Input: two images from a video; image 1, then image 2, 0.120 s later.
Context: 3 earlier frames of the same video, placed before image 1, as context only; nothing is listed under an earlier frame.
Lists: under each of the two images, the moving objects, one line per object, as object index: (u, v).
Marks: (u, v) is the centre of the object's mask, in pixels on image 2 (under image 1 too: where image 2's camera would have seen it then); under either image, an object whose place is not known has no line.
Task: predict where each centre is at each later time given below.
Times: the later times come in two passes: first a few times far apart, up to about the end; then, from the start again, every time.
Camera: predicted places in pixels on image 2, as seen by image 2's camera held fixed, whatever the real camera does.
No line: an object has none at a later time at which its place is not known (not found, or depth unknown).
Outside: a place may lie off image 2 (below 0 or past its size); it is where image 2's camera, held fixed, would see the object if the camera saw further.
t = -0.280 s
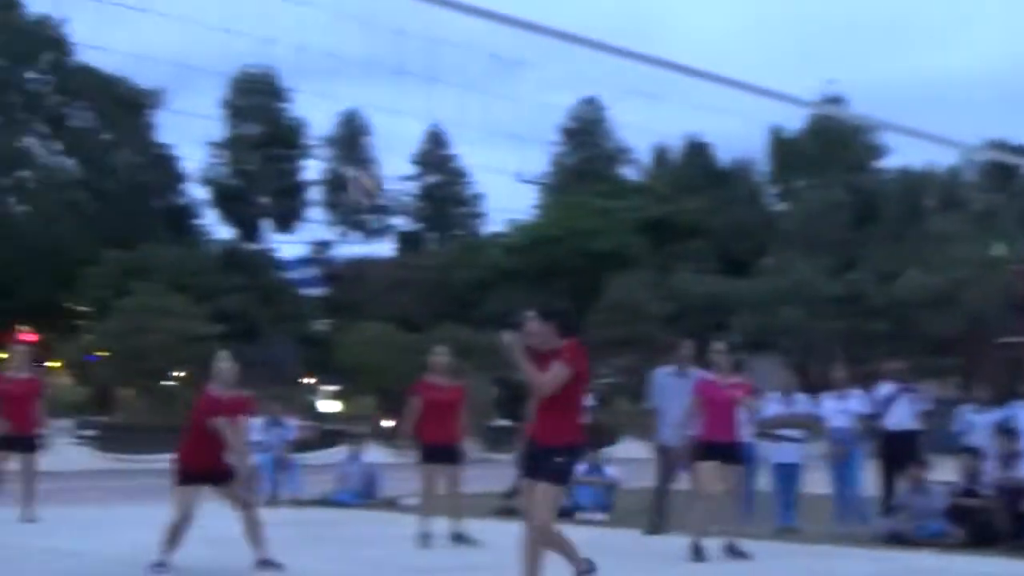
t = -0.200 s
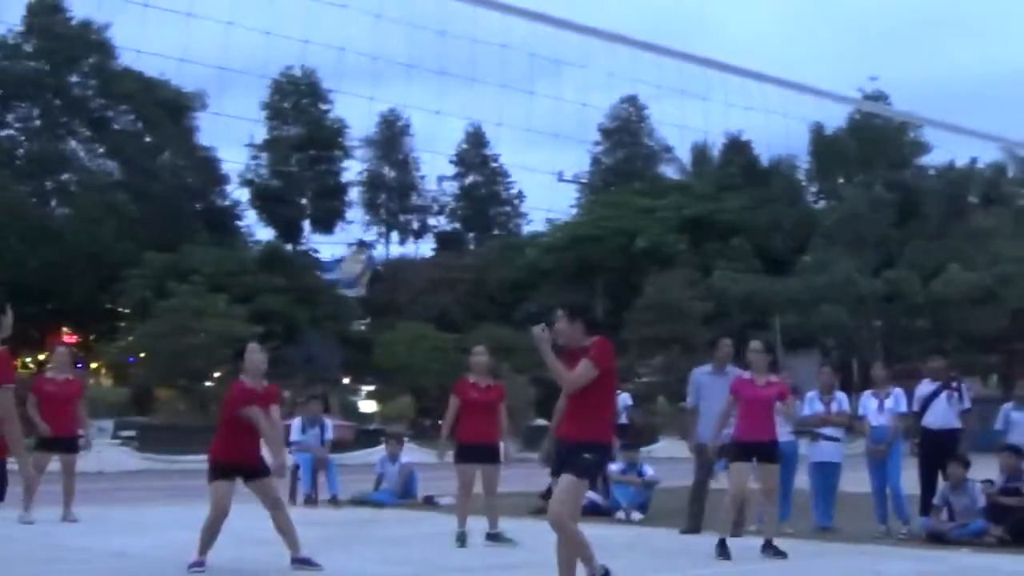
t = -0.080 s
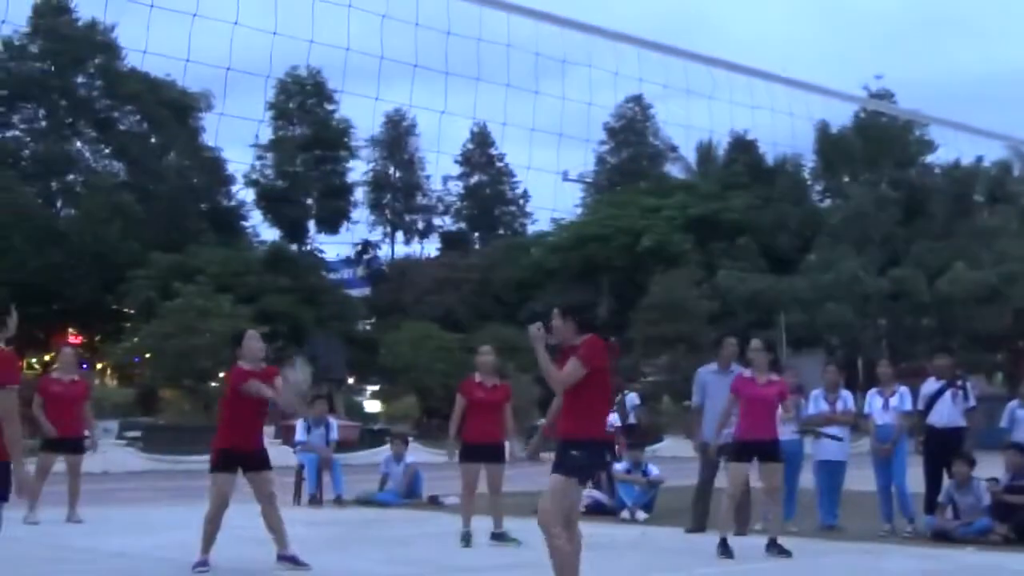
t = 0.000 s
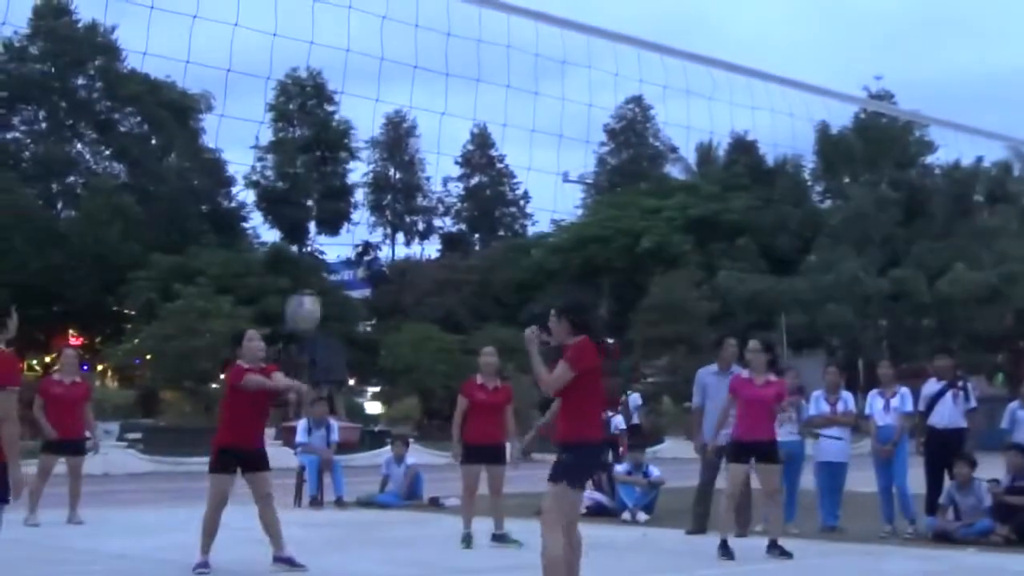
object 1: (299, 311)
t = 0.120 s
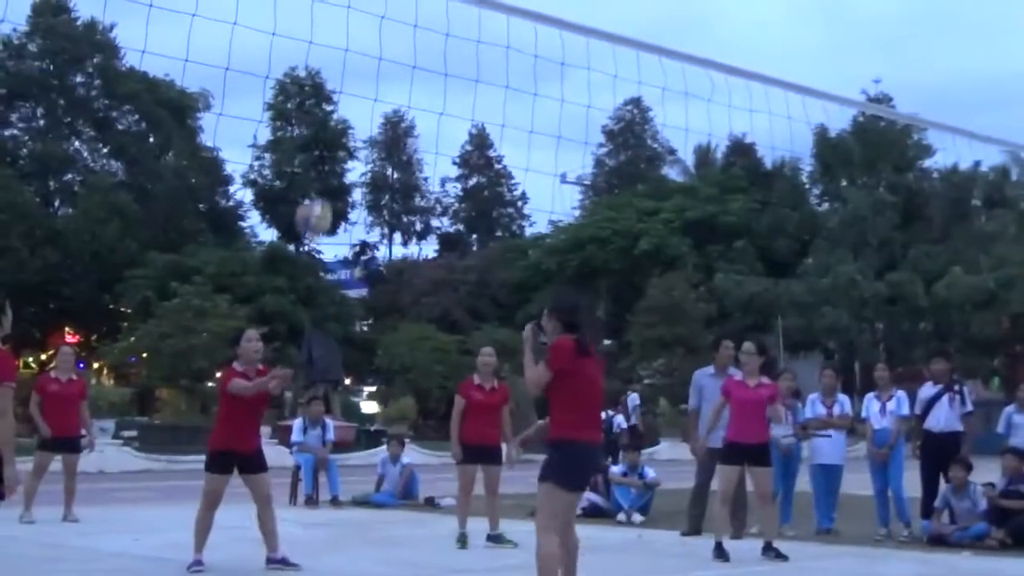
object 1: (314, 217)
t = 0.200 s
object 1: (323, 167)
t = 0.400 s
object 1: (348, 82)
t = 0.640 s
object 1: (382, 64)
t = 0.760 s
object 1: (401, 101)
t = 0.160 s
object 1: (317, 192)
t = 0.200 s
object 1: (323, 167)
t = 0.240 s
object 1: (327, 146)
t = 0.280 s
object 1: (333, 126)
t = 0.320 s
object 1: (338, 109)
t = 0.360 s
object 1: (343, 93)
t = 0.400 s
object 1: (348, 82)
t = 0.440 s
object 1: (354, 71)
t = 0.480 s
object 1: (359, 64)
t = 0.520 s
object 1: (365, 59)
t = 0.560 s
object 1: (370, 58)
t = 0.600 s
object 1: (376, 59)
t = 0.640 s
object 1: (382, 64)
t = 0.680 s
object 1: (388, 72)
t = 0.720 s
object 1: (394, 84)
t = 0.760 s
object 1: (401, 101)
